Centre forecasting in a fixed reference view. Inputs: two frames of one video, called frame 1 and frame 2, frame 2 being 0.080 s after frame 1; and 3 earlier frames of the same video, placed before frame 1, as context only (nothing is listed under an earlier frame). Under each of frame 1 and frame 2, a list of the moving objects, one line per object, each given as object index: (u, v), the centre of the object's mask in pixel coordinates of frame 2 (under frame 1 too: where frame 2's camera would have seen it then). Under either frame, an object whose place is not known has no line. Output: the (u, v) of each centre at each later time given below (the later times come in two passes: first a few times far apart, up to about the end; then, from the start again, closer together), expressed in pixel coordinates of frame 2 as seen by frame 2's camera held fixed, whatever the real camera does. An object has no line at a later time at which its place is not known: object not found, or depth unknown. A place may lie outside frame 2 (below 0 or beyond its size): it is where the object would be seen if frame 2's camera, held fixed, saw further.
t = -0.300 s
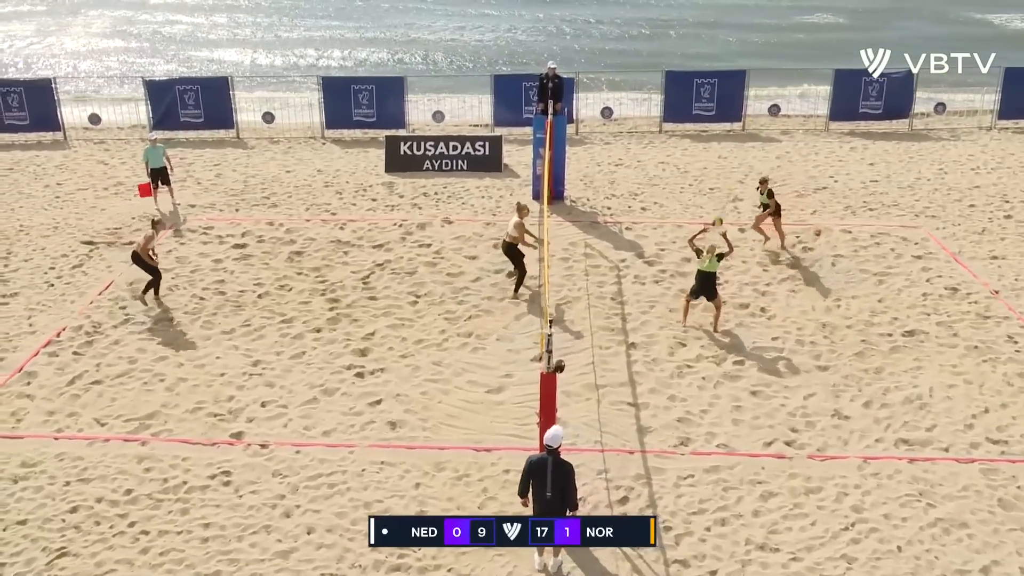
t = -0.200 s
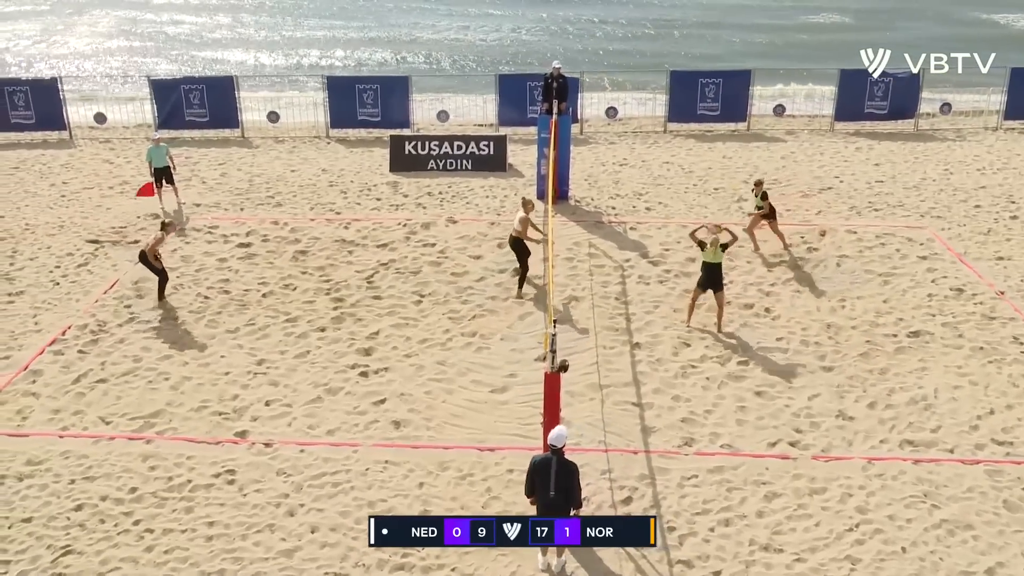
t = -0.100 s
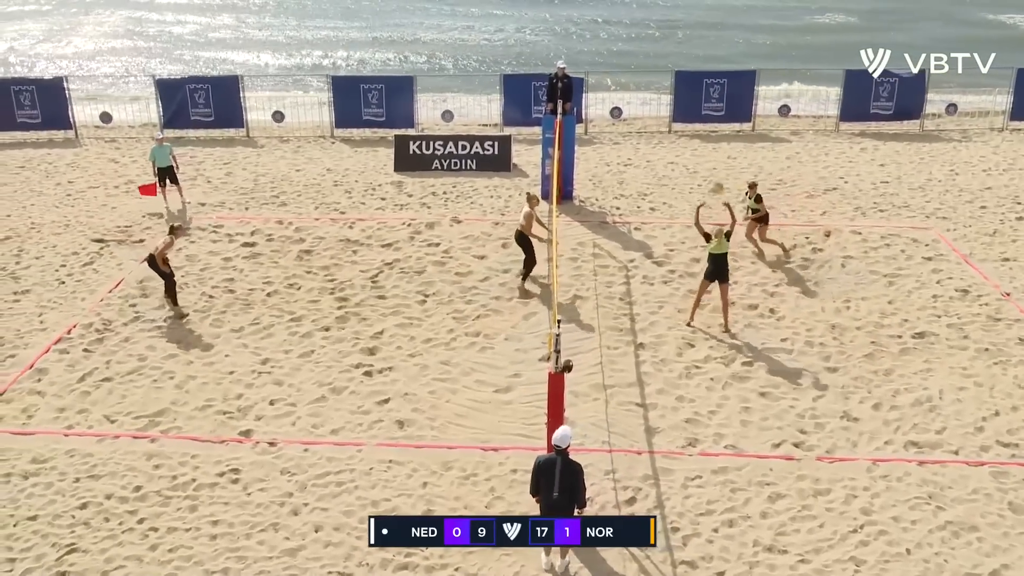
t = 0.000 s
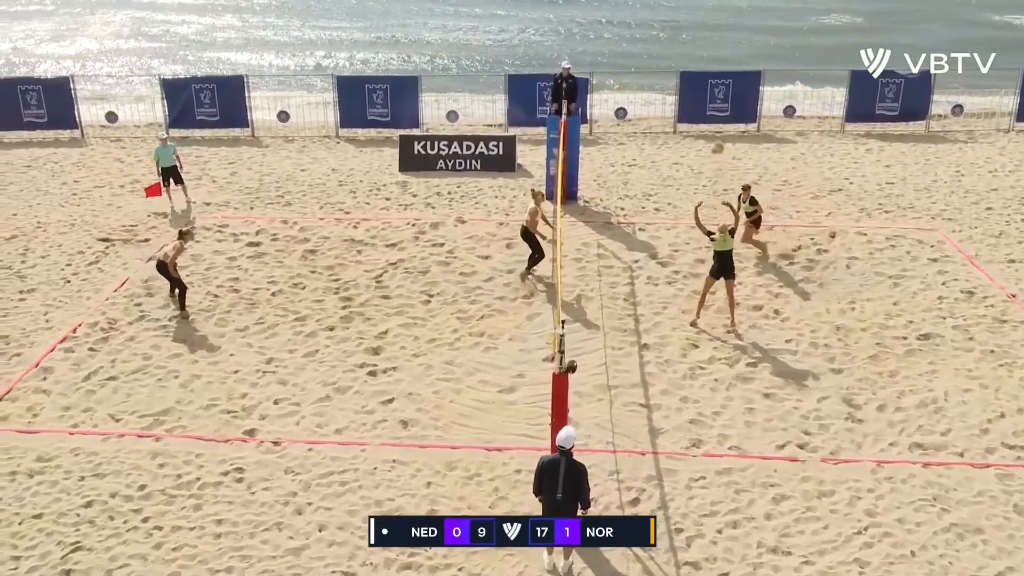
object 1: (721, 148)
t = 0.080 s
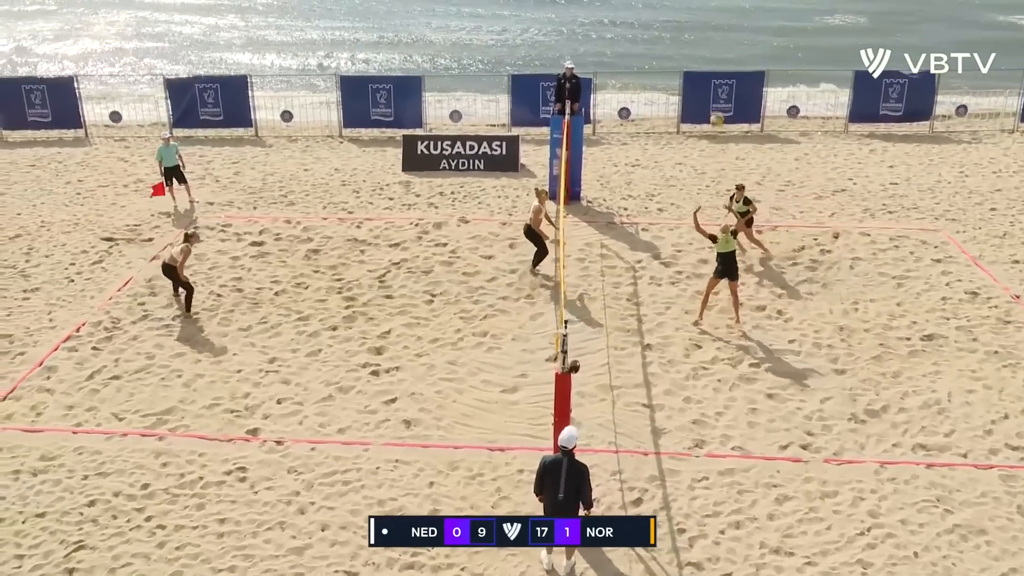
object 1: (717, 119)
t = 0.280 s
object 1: (704, 68)
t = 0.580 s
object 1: (679, 38)
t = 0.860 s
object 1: (651, 60)
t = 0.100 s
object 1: (715, 114)
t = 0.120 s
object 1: (714, 108)
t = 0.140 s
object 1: (713, 102)
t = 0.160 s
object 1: (712, 96)
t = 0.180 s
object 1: (711, 91)
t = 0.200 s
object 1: (710, 86)
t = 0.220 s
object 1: (709, 81)
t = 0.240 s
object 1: (707, 76)
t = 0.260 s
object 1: (706, 72)
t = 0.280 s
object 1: (704, 68)
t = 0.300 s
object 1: (703, 64)
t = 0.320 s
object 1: (701, 60)
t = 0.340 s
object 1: (700, 57)
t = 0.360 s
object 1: (698, 54)
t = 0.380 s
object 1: (697, 51)
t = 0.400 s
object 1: (695, 49)
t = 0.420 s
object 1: (693, 47)
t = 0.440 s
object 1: (692, 45)
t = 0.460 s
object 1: (690, 43)
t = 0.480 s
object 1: (688, 41)
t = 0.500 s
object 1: (686, 40)
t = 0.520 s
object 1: (684, 40)
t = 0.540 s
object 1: (683, 39)
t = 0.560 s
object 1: (681, 38)
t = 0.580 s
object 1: (679, 38)
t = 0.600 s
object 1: (677, 38)
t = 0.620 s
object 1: (675, 39)
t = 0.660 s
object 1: (671, 40)
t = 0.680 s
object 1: (669, 41)
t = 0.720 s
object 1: (665, 43)
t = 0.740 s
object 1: (663, 45)
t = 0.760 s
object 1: (662, 47)
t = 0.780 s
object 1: (660, 49)
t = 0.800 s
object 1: (658, 52)
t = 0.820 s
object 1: (656, 54)
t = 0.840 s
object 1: (654, 57)
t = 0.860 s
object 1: (651, 60)
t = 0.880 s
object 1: (649, 63)
